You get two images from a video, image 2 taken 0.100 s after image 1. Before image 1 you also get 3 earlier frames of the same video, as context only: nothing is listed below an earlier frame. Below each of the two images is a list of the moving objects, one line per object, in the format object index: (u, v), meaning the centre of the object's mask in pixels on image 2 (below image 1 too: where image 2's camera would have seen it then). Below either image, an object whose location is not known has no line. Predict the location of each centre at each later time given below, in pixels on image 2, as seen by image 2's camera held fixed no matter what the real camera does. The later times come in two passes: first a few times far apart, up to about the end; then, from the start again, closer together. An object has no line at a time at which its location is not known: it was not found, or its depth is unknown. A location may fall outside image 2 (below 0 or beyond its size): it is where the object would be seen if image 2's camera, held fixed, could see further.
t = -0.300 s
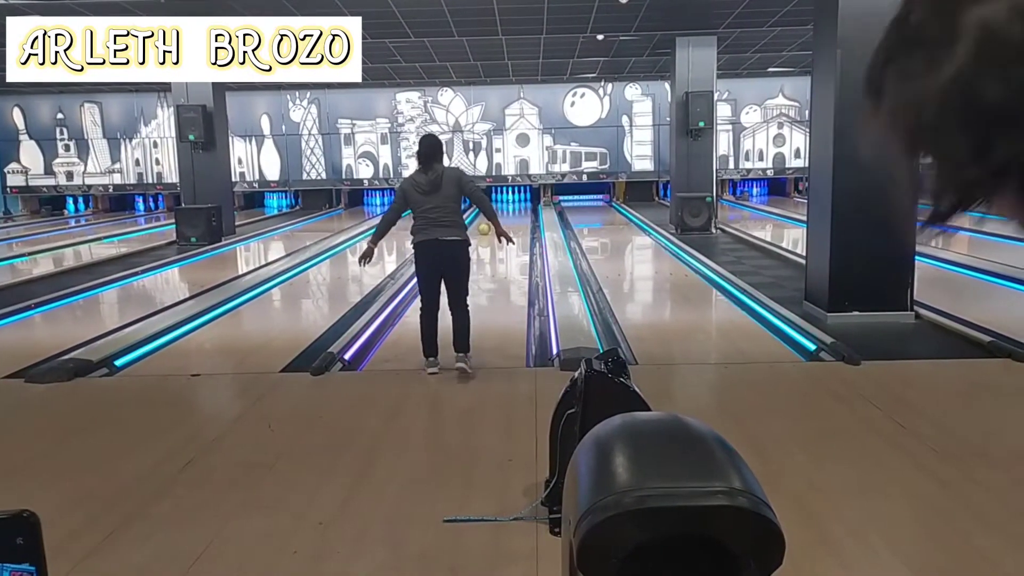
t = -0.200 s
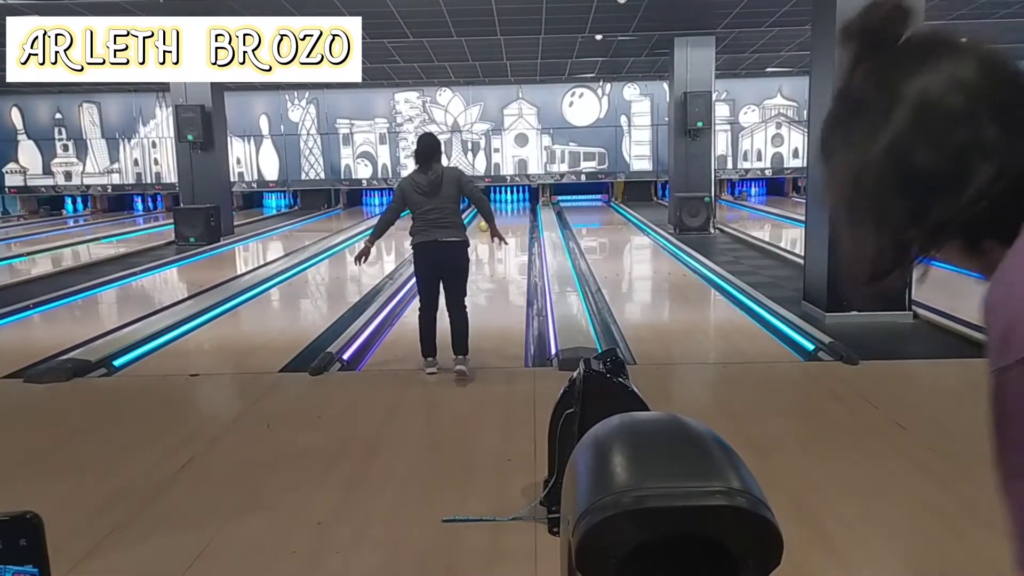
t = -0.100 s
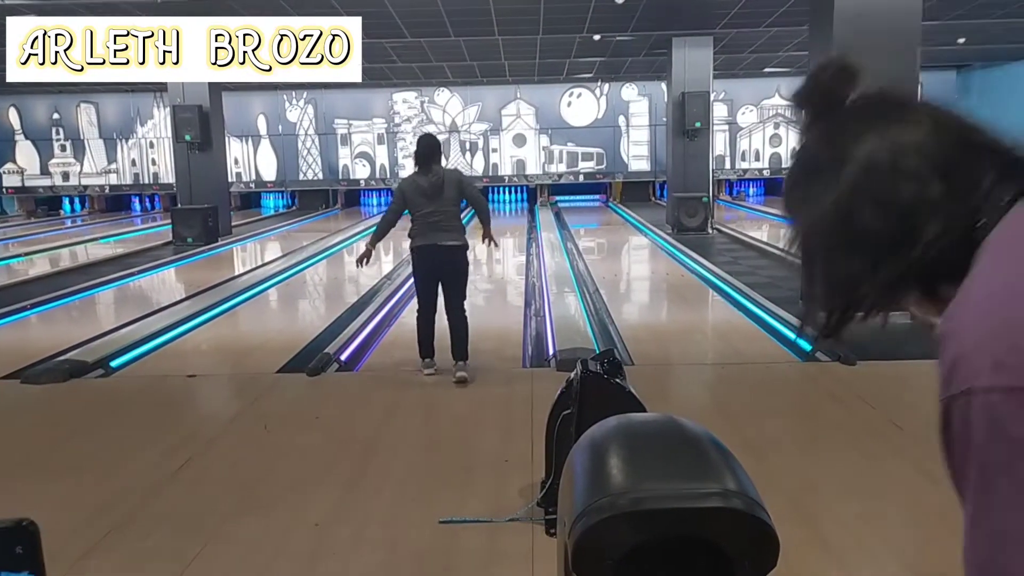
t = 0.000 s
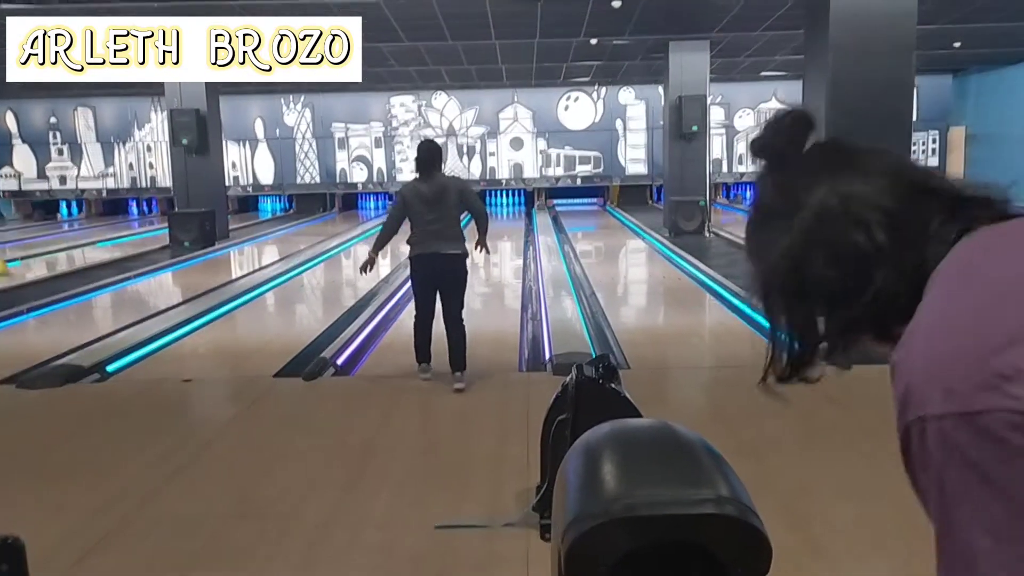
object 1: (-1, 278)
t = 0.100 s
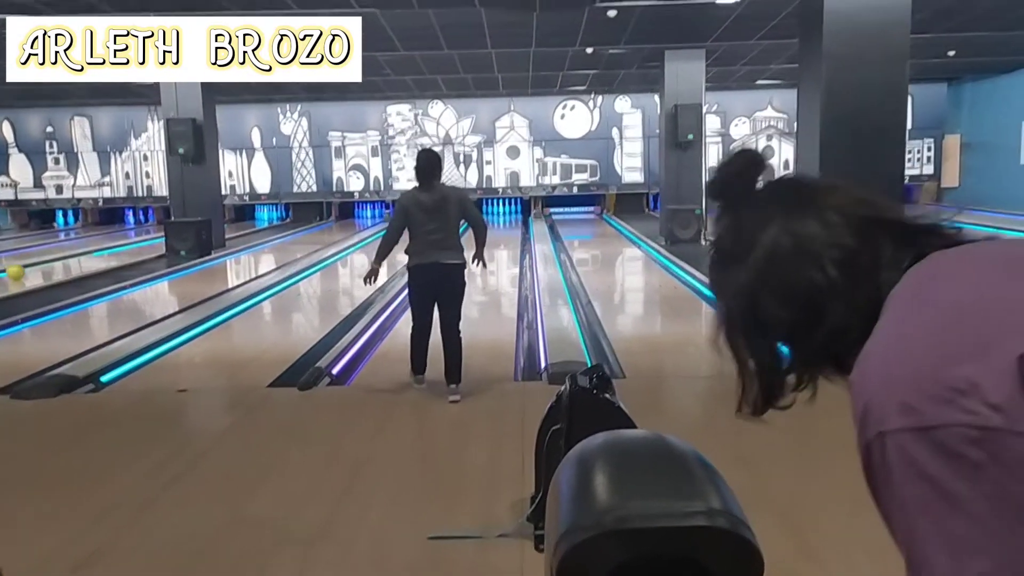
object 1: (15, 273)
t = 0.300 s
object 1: (54, 264)
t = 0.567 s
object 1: (96, 255)
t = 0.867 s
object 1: (134, 247)
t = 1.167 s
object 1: (162, 240)
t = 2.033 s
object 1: (227, 225)
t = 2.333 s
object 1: (240, 222)
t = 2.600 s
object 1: (251, 219)
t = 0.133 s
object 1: (22, 271)
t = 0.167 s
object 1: (29, 270)
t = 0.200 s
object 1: (35, 268)
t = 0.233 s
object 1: (42, 267)
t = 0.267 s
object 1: (48, 265)
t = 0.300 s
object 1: (54, 264)
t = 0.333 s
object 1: (60, 262)
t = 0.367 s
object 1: (65, 261)
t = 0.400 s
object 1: (71, 260)
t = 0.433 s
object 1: (76, 259)
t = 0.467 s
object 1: (81, 258)
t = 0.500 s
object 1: (86, 257)
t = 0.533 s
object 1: (90, 256)
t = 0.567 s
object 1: (96, 255)
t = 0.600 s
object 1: (99, 254)
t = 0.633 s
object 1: (105, 252)
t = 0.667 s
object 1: (109, 252)
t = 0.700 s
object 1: (113, 251)
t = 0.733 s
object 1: (118, 250)
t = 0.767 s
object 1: (122, 249)
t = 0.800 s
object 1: (126, 248)
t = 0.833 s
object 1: (130, 248)
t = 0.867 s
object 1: (134, 247)
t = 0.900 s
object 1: (138, 246)
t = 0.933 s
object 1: (141, 245)
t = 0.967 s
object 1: (145, 244)
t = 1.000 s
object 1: (149, 244)
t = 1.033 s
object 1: (152, 243)
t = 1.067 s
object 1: (156, 241)
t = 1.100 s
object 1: (159, 241)
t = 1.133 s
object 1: (160, 240)
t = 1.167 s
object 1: (162, 240)
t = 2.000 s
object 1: (227, 224)
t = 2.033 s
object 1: (227, 225)
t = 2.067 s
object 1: (228, 225)
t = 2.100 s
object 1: (229, 224)
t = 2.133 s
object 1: (230, 224)
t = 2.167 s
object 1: (231, 224)
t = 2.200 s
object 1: (233, 223)
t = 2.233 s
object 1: (235, 223)
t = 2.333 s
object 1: (240, 222)
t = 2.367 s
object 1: (241, 221)
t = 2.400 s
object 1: (243, 221)
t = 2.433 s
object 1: (244, 220)
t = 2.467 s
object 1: (246, 220)
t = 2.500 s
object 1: (248, 220)
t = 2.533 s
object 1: (249, 220)
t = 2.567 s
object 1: (250, 219)
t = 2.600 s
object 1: (251, 219)
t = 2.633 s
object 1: (252, 219)
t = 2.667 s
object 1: (253, 218)
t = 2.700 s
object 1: (255, 218)
